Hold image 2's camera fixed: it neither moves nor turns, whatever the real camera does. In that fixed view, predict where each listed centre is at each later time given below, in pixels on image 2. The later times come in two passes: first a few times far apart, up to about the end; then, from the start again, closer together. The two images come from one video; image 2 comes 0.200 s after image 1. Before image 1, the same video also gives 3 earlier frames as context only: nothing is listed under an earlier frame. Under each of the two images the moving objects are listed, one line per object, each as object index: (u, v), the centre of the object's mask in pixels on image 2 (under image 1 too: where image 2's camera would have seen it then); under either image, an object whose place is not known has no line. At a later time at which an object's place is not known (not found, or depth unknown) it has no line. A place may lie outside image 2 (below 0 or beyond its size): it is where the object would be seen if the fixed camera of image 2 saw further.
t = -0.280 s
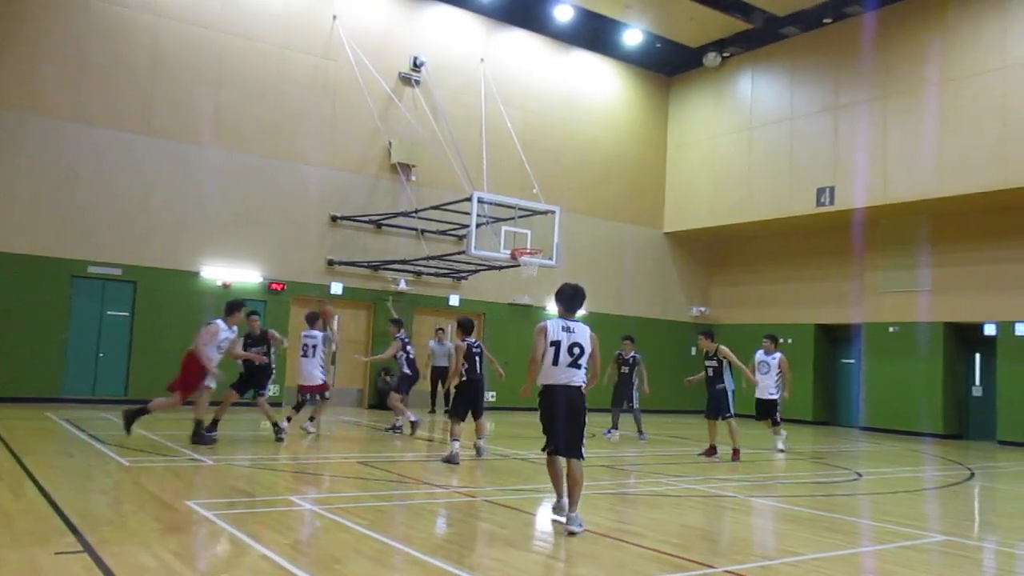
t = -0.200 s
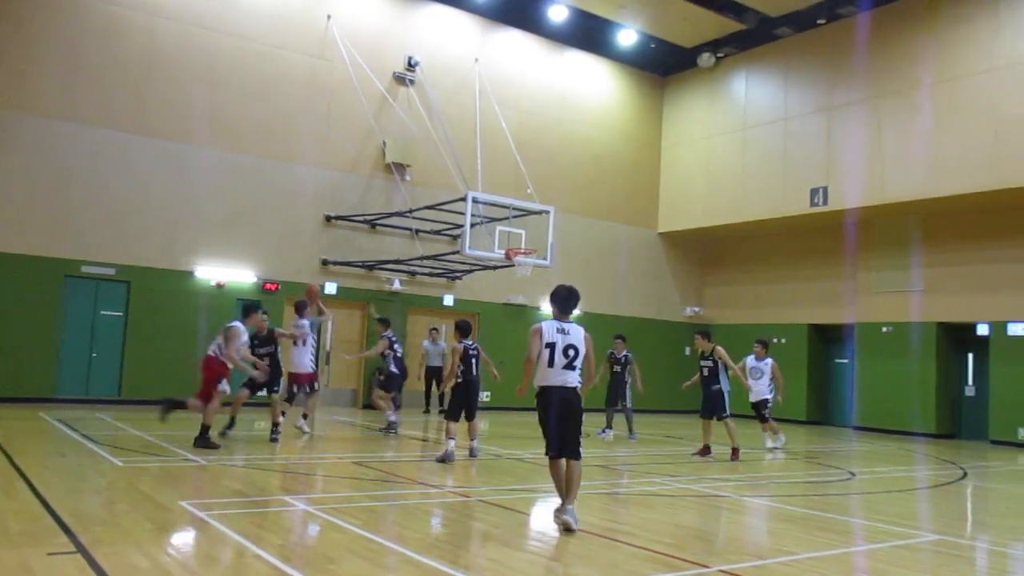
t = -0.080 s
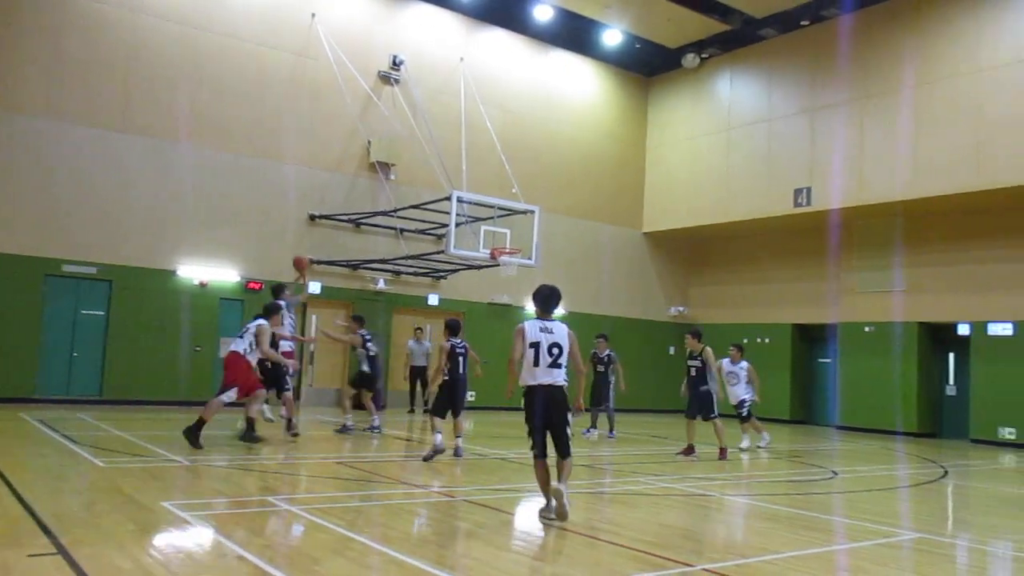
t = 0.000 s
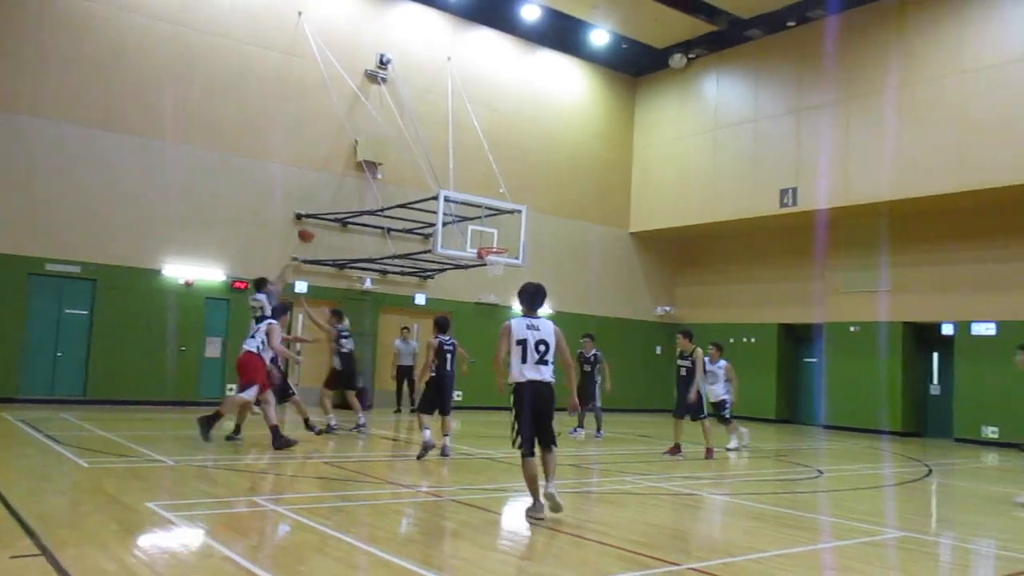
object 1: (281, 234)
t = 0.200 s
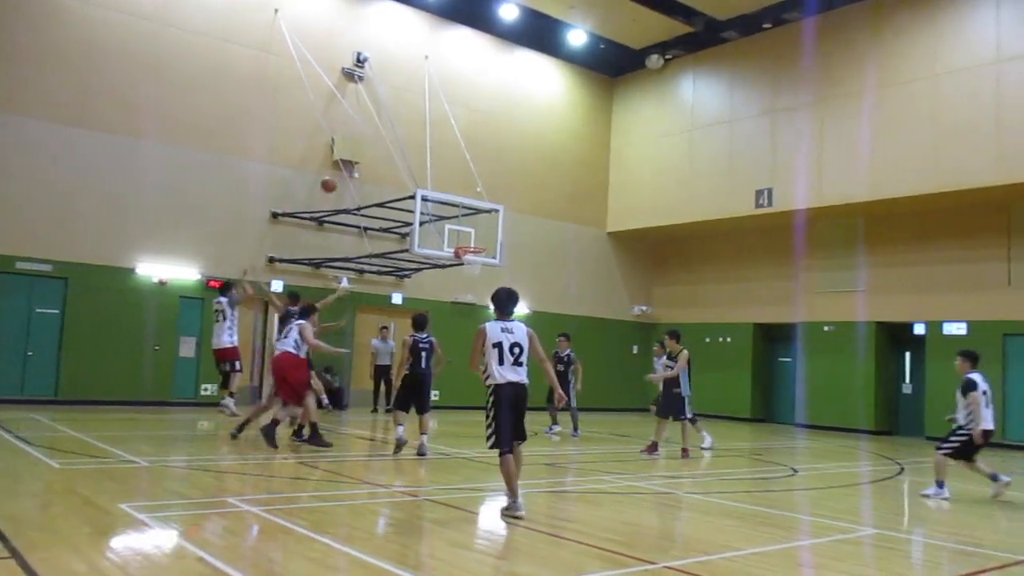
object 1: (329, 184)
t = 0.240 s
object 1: (337, 178)
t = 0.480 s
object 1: (383, 164)
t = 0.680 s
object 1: (416, 179)
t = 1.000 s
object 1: (460, 240)
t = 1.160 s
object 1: (473, 217)
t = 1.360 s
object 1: (488, 205)
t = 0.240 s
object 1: (337, 178)
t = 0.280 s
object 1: (346, 168)
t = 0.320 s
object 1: (351, 167)
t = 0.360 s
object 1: (360, 167)
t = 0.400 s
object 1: (369, 165)
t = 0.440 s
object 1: (376, 165)
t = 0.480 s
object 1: (383, 164)
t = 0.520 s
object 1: (389, 165)
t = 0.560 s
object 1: (396, 168)
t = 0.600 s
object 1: (403, 171)
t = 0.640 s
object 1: (409, 175)
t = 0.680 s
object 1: (416, 179)
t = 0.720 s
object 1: (422, 185)
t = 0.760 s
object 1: (428, 190)
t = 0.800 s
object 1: (434, 197)
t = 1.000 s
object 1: (460, 240)
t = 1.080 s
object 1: (467, 226)
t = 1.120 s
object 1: (470, 222)
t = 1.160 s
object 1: (473, 217)
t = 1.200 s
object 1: (477, 212)
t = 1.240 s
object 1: (479, 209)
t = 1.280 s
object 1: (481, 207)
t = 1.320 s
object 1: (485, 206)
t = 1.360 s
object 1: (488, 205)
